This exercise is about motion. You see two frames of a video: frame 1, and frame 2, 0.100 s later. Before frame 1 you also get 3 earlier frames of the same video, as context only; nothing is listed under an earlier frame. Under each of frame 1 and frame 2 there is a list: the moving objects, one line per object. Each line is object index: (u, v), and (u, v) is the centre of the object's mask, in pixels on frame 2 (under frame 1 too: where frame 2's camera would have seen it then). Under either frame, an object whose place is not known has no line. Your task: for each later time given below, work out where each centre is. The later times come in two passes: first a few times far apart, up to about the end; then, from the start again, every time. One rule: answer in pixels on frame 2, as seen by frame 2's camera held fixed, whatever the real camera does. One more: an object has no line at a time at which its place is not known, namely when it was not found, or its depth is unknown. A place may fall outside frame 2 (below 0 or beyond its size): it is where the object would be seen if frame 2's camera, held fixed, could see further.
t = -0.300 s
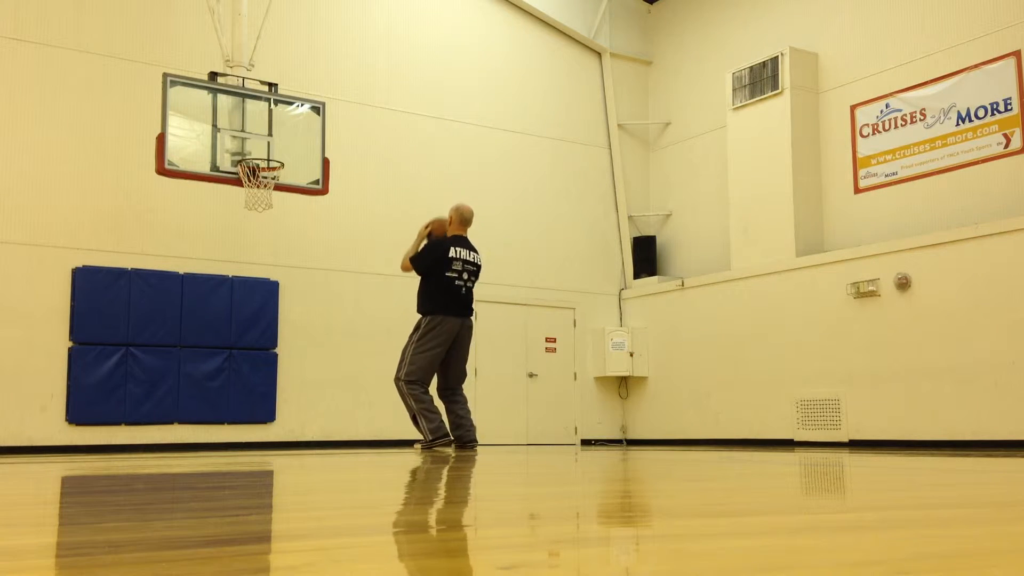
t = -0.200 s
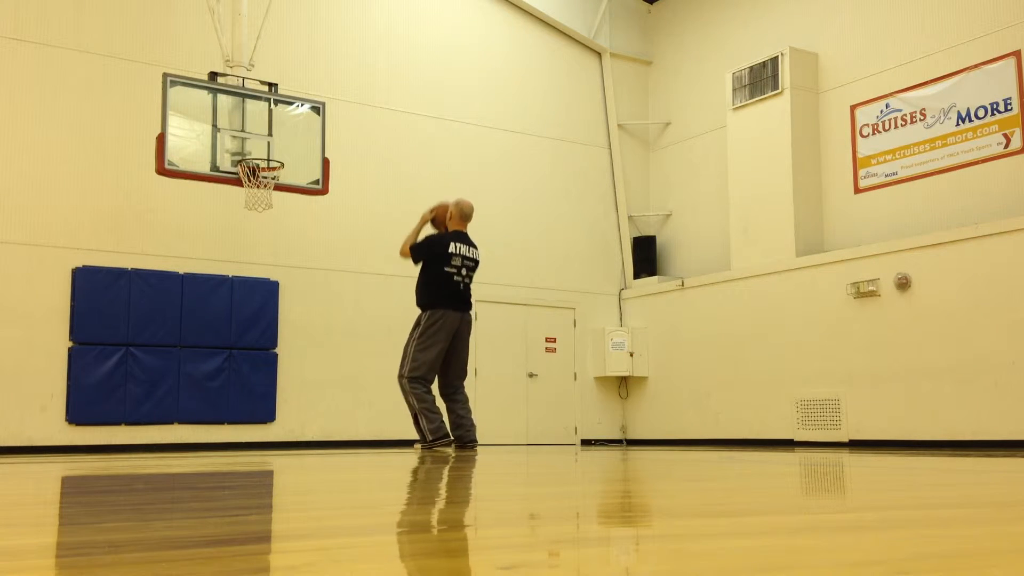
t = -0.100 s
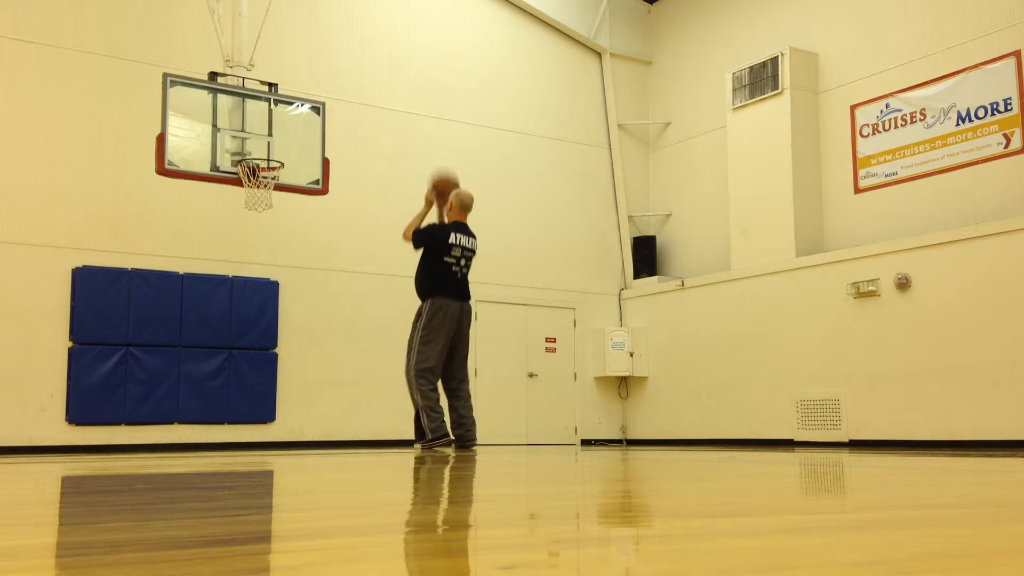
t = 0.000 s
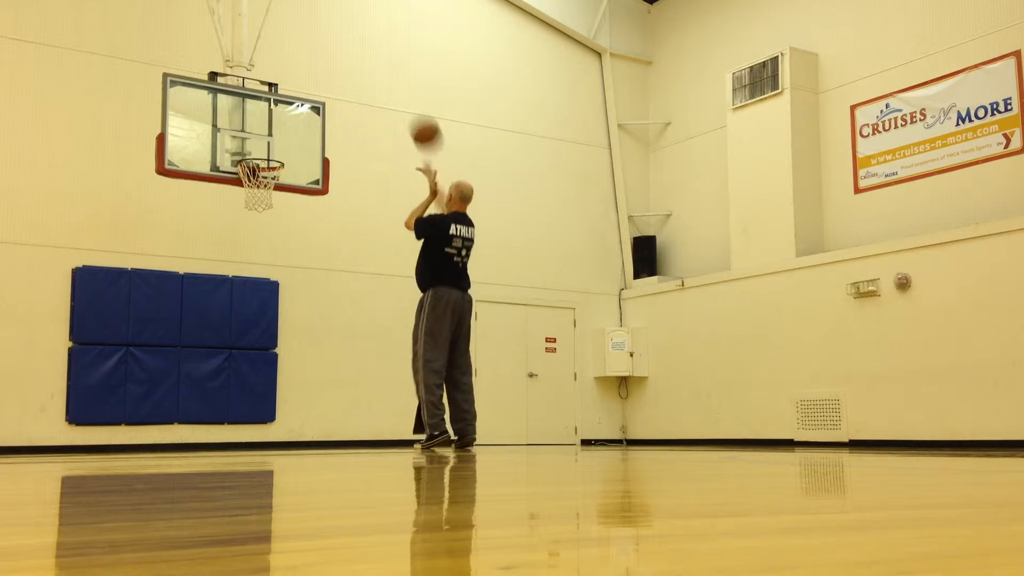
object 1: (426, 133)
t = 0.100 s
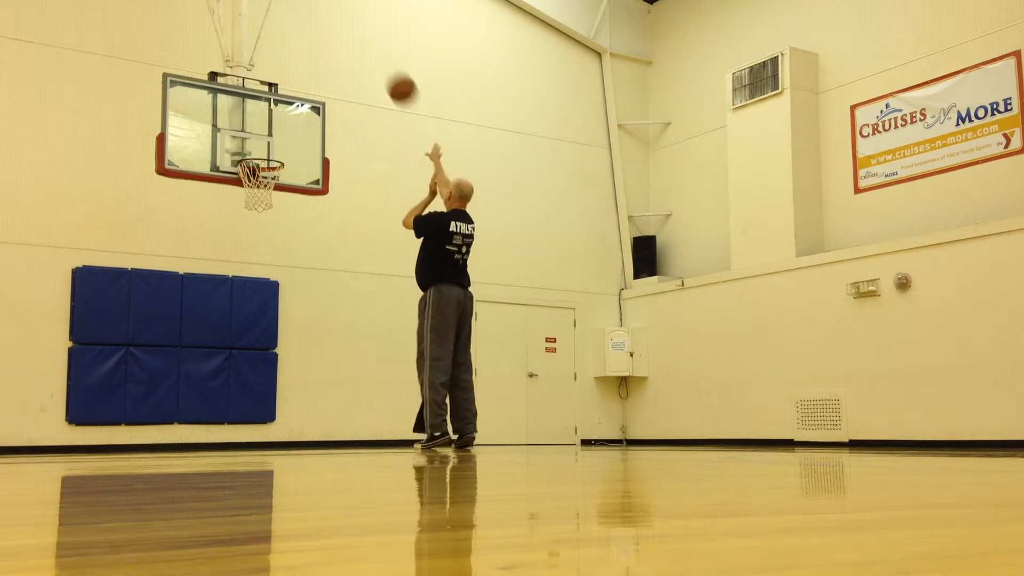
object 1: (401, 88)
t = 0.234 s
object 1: (372, 52)
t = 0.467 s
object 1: (328, 37)
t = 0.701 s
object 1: (290, 75)
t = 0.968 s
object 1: (257, 151)
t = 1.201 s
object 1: (268, 145)
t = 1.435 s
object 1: (291, 156)
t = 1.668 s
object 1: (314, 217)
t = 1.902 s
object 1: (336, 333)
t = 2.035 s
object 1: (349, 423)
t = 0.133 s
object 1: (394, 77)
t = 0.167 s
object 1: (387, 67)
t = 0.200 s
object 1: (380, 59)
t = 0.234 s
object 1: (372, 52)
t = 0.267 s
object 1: (366, 46)
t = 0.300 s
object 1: (359, 42)
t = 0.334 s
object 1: (352, 39)
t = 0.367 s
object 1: (346, 37)
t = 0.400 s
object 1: (340, 36)
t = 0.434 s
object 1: (334, 36)
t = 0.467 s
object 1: (328, 37)
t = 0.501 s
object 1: (322, 40)
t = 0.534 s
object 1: (316, 43)
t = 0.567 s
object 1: (311, 48)
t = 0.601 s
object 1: (306, 53)
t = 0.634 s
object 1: (300, 59)
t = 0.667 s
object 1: (295, 67)
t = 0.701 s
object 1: (290, 75)
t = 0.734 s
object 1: (285, 84)
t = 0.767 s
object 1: (281, 94)
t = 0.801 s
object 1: (275, 106)
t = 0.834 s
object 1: (271, 118)
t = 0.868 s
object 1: (266, 130)
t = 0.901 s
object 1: (262, 143)
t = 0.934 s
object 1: (258, 150)
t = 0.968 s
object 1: (257, 151)
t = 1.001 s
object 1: (257, 153)
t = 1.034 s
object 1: (255, 153)
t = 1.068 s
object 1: (255, 158)
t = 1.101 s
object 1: (258, 154)
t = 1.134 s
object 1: (262, 149)
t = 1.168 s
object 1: (265, 146)
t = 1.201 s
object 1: (268, 145)
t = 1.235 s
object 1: (272, 143)
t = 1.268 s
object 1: (275, 143)
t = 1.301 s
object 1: (278, 144)
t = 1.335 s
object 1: (282, 145)
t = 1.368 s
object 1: (285, 148)
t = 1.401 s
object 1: (288, 151)
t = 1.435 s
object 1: (291, 156)
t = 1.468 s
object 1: (295, 162)
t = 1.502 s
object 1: (298, 168)
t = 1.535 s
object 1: (301, 175)
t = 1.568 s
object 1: (305, 184)
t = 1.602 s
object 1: (307, 195)
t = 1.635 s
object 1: (311, 206)
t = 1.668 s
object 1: (314, 217)
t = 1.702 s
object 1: (317, 229)
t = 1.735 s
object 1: (320, 243)
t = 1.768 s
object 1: (324, 259)
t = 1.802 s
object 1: (327, 274)
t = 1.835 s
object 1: (330, 294)
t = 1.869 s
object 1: (333, 312)
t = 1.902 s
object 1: (336, 333)
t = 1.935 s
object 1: (340, 353)
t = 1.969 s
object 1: (343, 376)
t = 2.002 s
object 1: (346, 398)
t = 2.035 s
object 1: (349, 423)
